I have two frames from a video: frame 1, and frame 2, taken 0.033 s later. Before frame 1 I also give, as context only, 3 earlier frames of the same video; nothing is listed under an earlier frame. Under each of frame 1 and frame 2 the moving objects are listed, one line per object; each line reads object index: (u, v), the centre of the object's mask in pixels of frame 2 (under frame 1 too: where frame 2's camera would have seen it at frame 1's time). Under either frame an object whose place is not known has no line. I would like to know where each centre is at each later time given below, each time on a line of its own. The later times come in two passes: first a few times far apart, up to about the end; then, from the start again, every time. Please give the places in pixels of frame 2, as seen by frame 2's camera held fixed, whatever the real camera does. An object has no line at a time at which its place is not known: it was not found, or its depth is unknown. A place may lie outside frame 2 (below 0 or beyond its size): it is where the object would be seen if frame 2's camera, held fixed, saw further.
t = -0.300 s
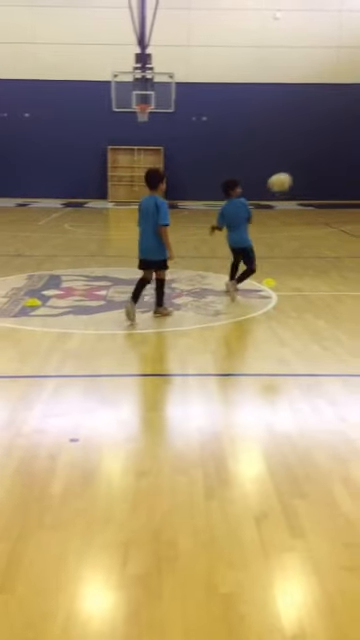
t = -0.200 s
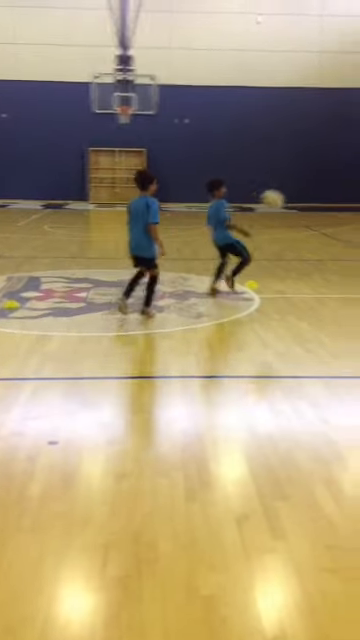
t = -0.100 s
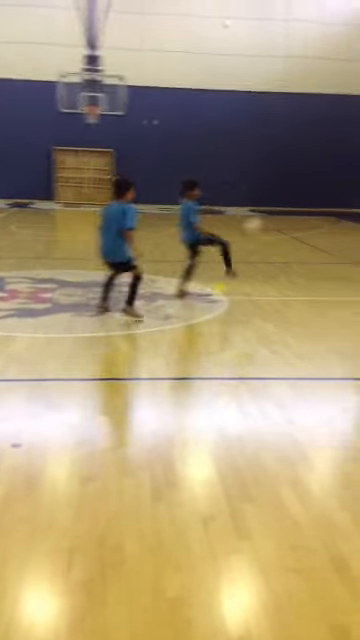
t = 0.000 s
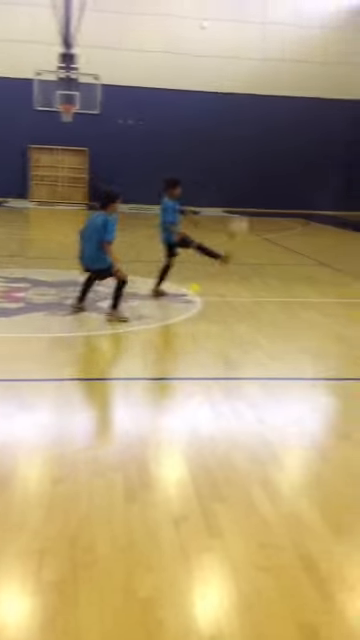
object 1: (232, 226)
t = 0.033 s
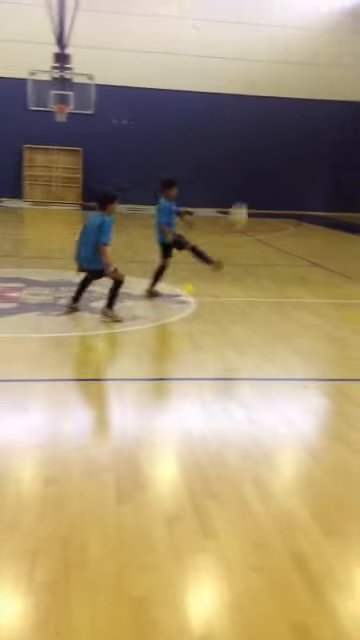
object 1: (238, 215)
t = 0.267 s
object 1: (274, 151)
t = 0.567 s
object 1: (315, 144)
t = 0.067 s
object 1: (243, 203)
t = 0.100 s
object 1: (249, 192)
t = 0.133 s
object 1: (254, 181)
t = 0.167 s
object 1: (259, 172)
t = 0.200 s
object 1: (264, 165)
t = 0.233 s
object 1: (269, 157)
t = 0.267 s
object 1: (274, 151)
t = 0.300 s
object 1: (279, 146)
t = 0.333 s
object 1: (284, 142)
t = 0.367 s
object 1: (288, 140)
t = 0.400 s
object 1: (293, 138)
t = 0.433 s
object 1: (298, 137)
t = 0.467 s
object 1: (303, 137)
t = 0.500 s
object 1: (307, 138)
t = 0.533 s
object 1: (311, 141)
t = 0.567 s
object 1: (315, 144)
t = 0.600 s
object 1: (320, 148)
